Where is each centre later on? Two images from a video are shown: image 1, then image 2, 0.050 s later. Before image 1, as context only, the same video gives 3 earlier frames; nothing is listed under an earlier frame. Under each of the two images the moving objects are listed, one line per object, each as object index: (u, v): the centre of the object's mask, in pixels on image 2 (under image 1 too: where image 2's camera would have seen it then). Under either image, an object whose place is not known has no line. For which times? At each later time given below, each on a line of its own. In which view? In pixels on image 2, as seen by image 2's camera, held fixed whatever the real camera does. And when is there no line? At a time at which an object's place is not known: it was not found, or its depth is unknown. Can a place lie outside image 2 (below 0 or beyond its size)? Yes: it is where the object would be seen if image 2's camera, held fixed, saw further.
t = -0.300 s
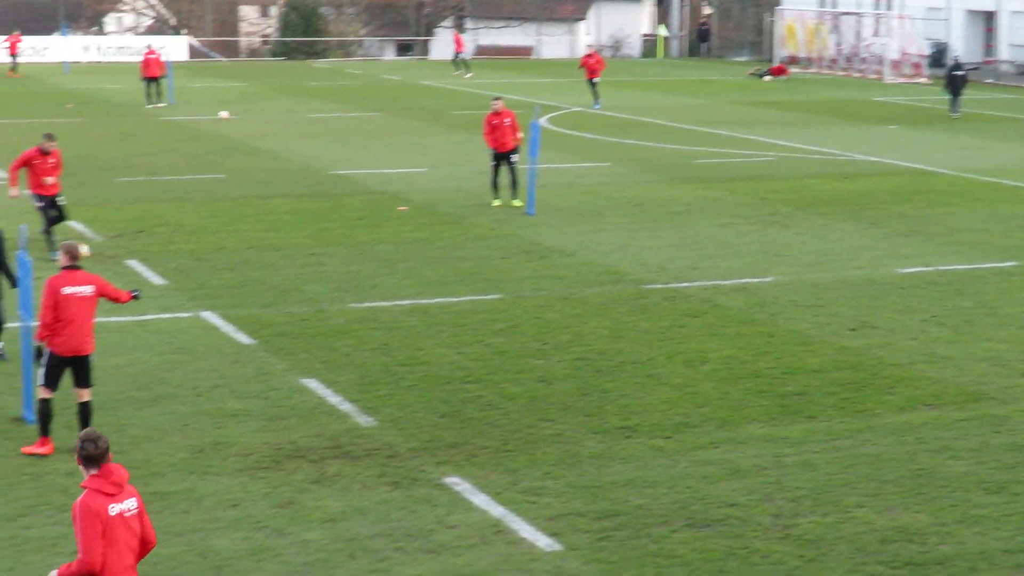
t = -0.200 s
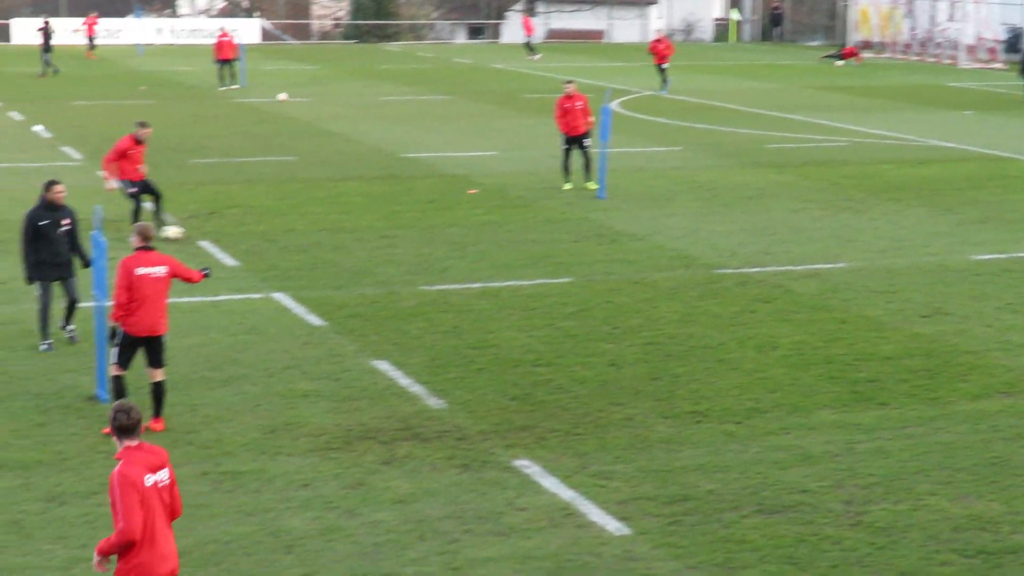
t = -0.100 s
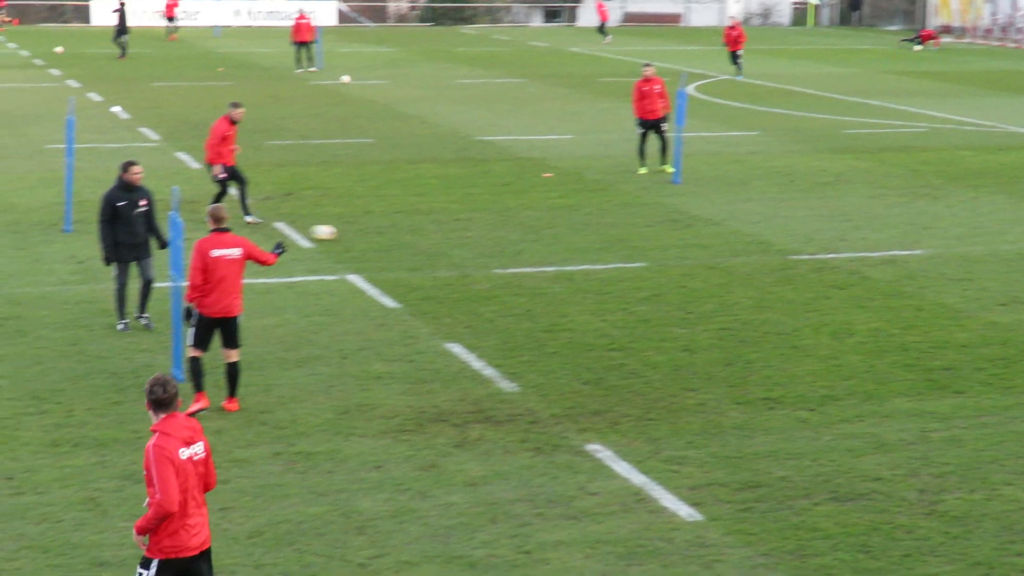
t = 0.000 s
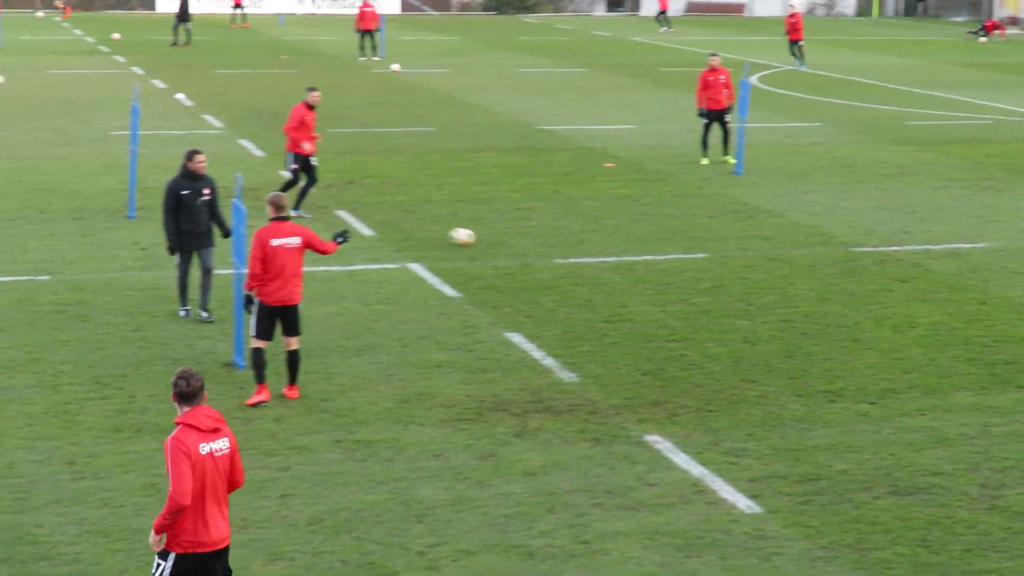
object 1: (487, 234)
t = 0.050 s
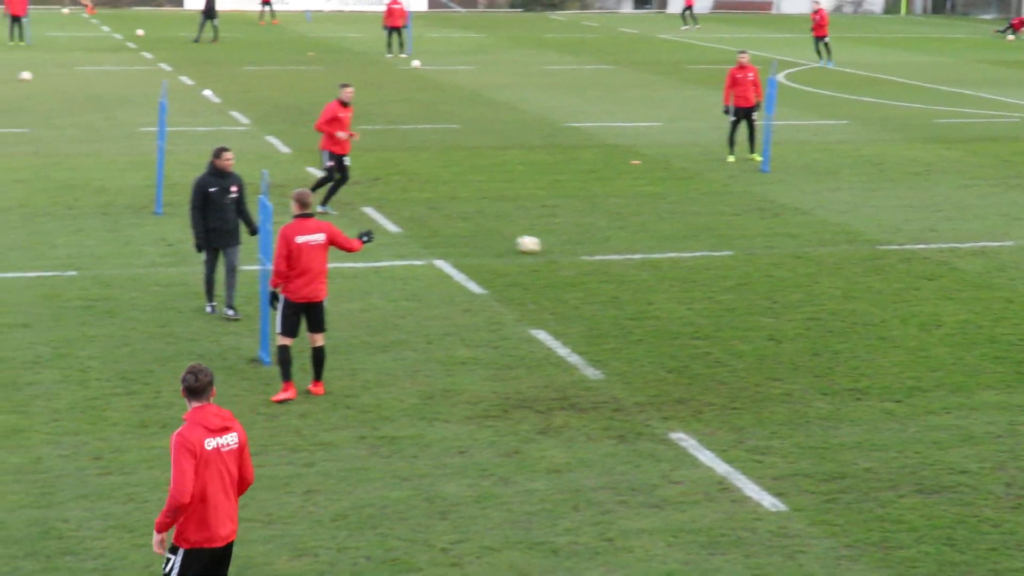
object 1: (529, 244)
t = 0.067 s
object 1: (542, 248)
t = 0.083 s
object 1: (556, 251)
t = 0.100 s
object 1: (570, 255)
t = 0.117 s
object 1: (584, 258)
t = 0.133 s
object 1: (598, 261)
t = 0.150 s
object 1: (612, 264)
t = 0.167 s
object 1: (626, 267)
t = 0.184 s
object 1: (640, 271)
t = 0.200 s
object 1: (653, 274)
